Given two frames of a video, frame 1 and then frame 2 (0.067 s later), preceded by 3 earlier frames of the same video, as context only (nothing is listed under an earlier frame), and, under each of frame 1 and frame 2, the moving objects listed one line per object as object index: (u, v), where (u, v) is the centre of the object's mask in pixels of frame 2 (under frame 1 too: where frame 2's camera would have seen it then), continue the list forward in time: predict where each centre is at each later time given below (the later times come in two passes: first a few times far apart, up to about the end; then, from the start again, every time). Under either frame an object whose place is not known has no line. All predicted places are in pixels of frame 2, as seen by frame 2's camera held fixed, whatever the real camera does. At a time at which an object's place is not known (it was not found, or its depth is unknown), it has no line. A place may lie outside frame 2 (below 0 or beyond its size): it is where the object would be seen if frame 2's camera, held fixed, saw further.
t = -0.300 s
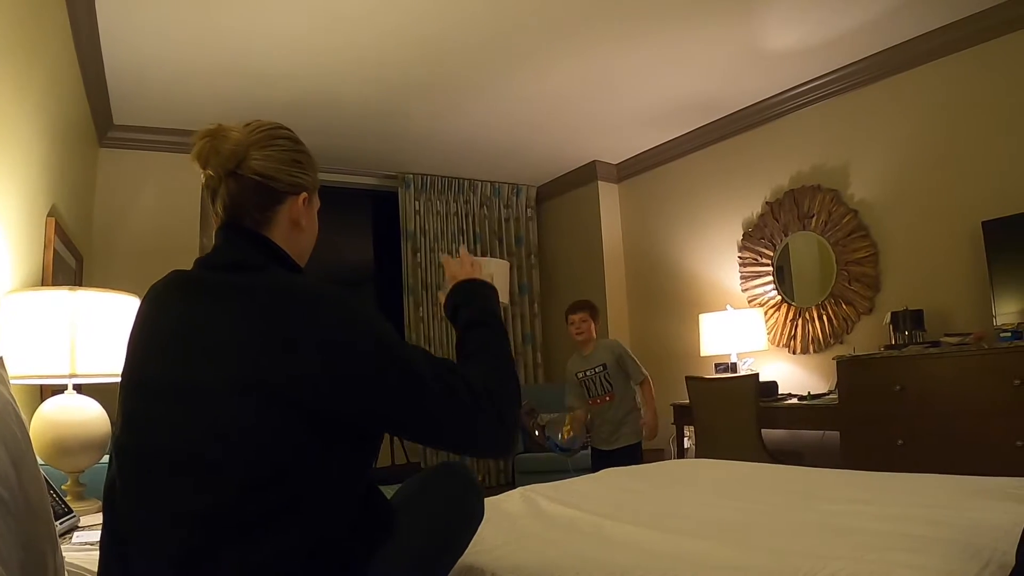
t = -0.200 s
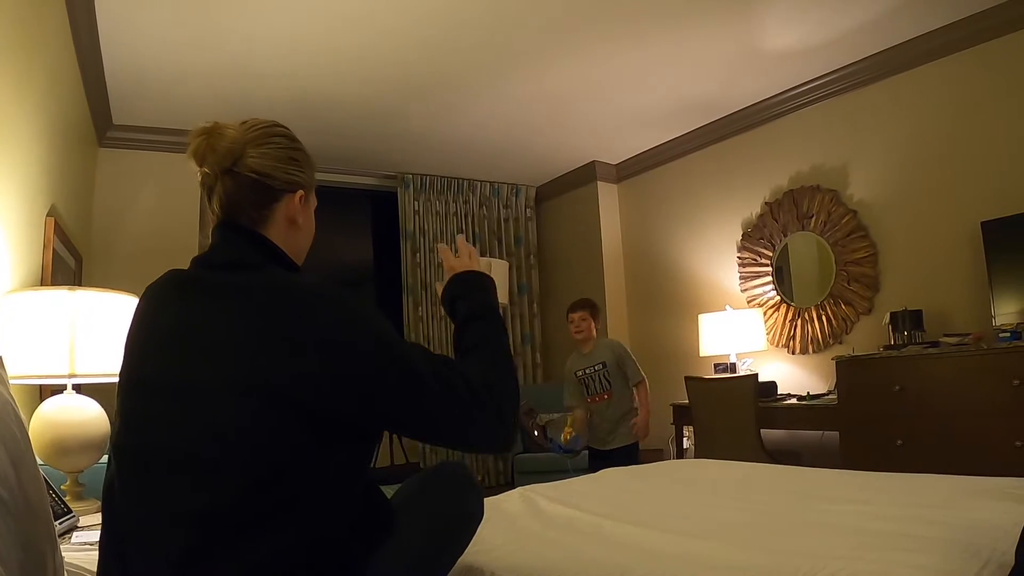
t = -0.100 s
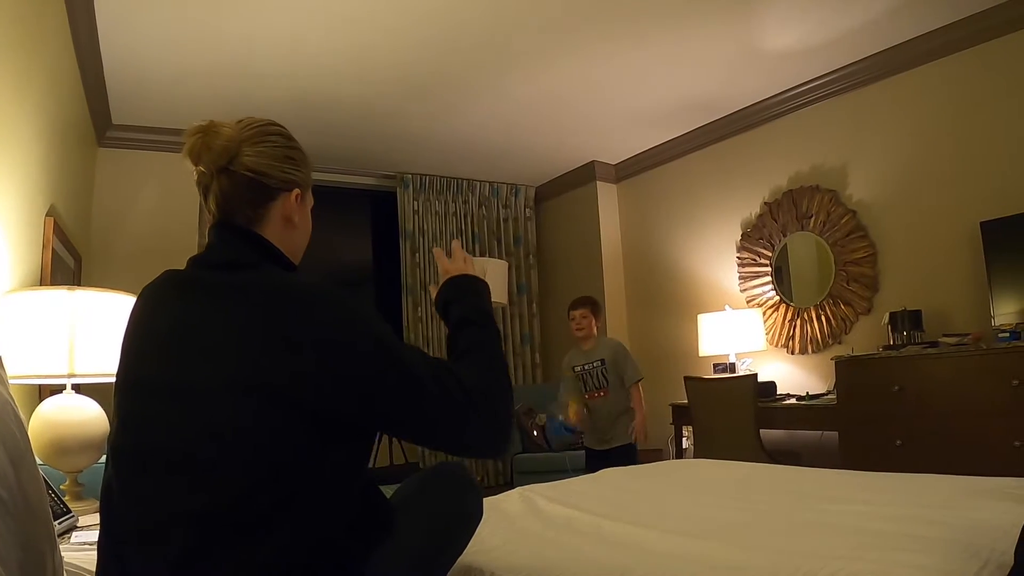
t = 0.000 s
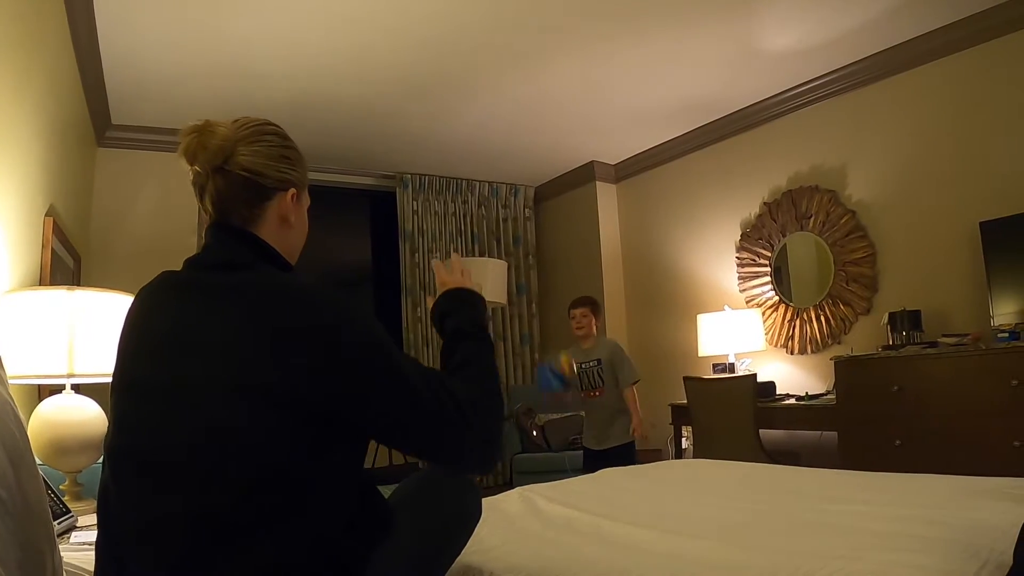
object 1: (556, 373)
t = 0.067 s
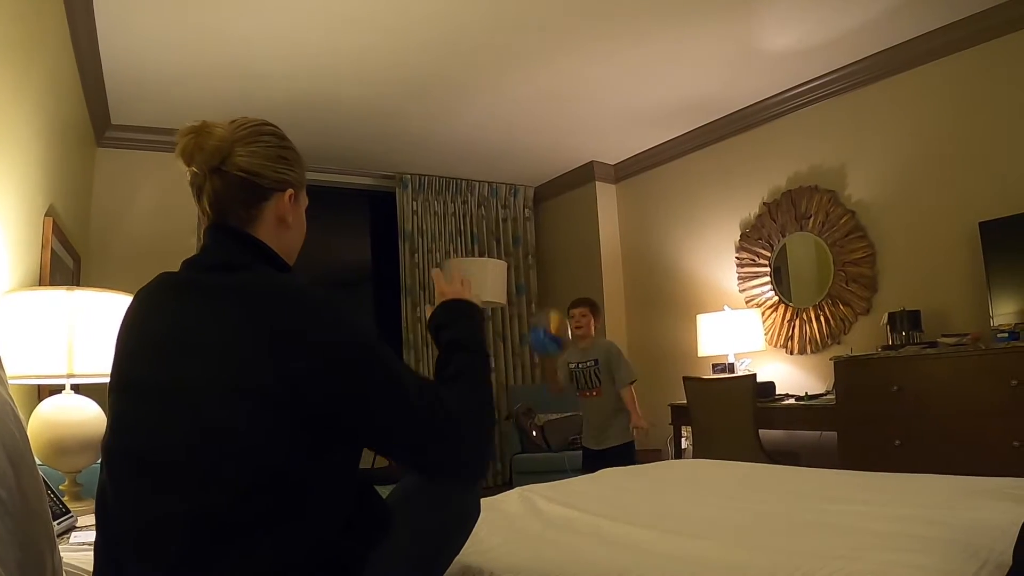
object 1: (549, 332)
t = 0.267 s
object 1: (533, 257)
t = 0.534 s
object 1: (518, 267)
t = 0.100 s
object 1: (546, 314)
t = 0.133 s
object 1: (543, 297)
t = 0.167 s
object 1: (540, 284)
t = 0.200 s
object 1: (539, 274)
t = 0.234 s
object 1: (535, 264)
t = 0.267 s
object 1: (533, 257)
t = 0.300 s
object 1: (531, 252)
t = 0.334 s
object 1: (530, 249)
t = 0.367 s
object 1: (529, 247)
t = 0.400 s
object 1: (526, 247)
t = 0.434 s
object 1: (524, 249)
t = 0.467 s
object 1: (522, 253)
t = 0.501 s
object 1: (520, 259)
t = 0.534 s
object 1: (518, 267)
